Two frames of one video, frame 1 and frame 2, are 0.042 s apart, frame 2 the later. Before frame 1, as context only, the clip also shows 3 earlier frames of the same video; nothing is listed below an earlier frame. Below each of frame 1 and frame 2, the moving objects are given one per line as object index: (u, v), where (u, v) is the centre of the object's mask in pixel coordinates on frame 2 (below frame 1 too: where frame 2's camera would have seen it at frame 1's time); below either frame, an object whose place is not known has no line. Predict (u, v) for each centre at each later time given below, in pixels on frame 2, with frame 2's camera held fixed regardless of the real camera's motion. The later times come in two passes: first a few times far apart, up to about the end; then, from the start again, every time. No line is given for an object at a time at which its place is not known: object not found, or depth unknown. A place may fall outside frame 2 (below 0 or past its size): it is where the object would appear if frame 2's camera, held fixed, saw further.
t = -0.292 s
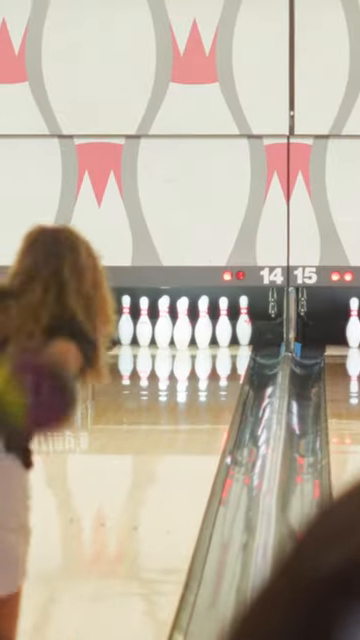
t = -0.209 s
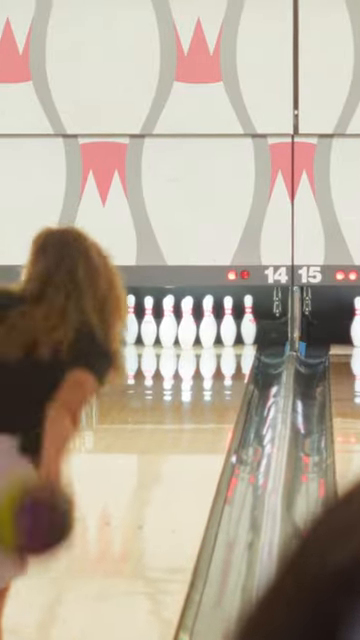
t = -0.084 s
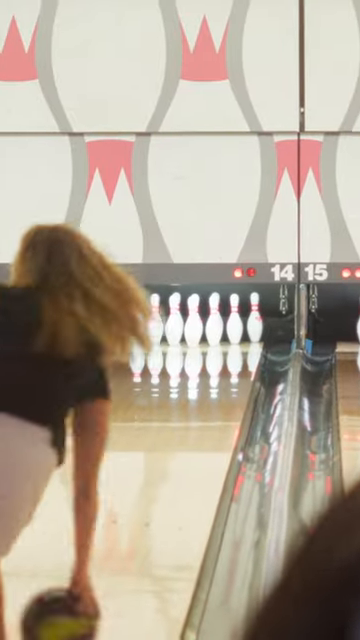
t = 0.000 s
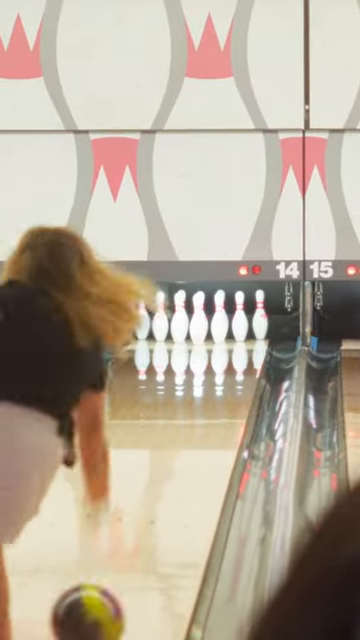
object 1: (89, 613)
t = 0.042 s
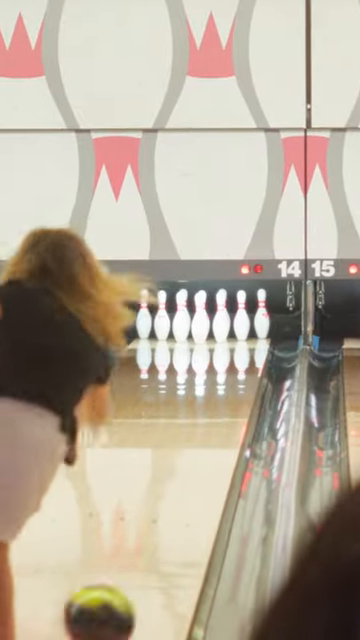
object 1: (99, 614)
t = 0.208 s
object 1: (131, 572)
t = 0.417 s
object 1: (161, 524)
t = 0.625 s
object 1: (185, 486)
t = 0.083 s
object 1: (108, 605)
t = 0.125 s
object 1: (116, 595)
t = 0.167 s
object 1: (124, 583)
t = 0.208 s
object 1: (131, 572)
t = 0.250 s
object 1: (138, 561)
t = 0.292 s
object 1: (144, 551)
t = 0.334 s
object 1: (150, 541)
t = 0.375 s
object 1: (156, 533)
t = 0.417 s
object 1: (161, 524)
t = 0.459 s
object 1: (166, 516)
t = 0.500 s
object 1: (171, 508)
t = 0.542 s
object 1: (176, 500)
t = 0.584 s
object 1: (180, 493)
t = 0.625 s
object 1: (185, 486)
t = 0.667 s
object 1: (188, 479)
